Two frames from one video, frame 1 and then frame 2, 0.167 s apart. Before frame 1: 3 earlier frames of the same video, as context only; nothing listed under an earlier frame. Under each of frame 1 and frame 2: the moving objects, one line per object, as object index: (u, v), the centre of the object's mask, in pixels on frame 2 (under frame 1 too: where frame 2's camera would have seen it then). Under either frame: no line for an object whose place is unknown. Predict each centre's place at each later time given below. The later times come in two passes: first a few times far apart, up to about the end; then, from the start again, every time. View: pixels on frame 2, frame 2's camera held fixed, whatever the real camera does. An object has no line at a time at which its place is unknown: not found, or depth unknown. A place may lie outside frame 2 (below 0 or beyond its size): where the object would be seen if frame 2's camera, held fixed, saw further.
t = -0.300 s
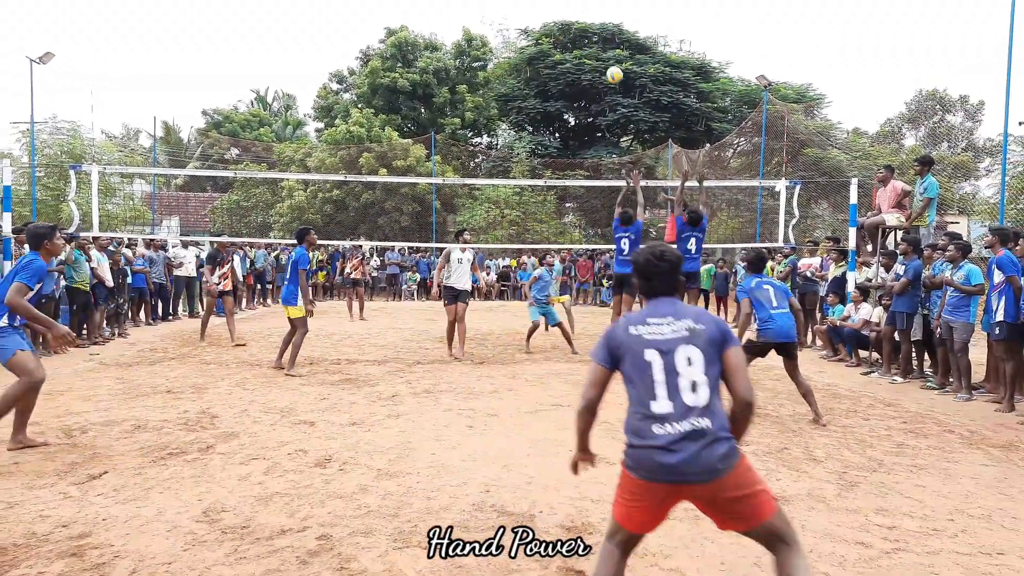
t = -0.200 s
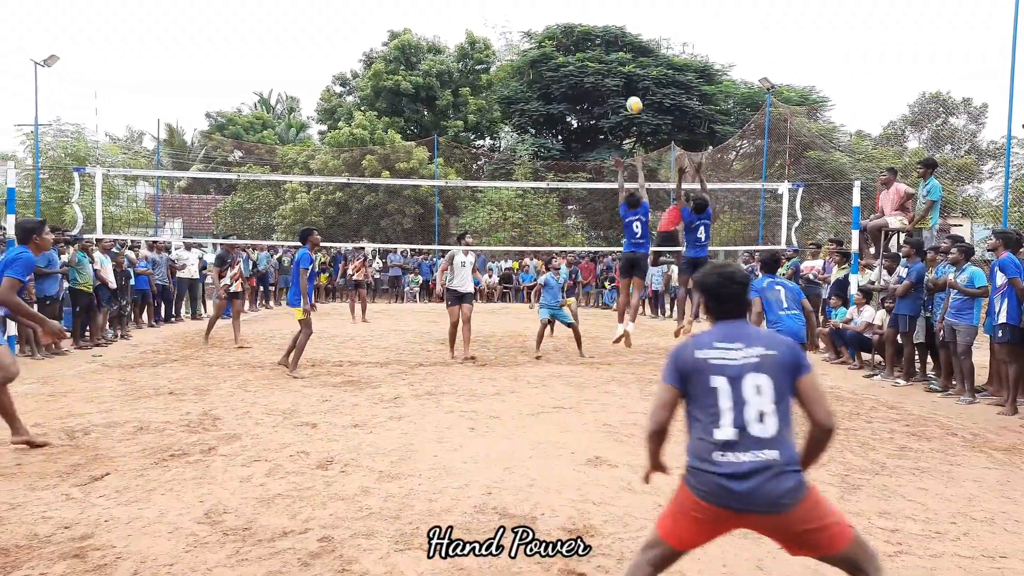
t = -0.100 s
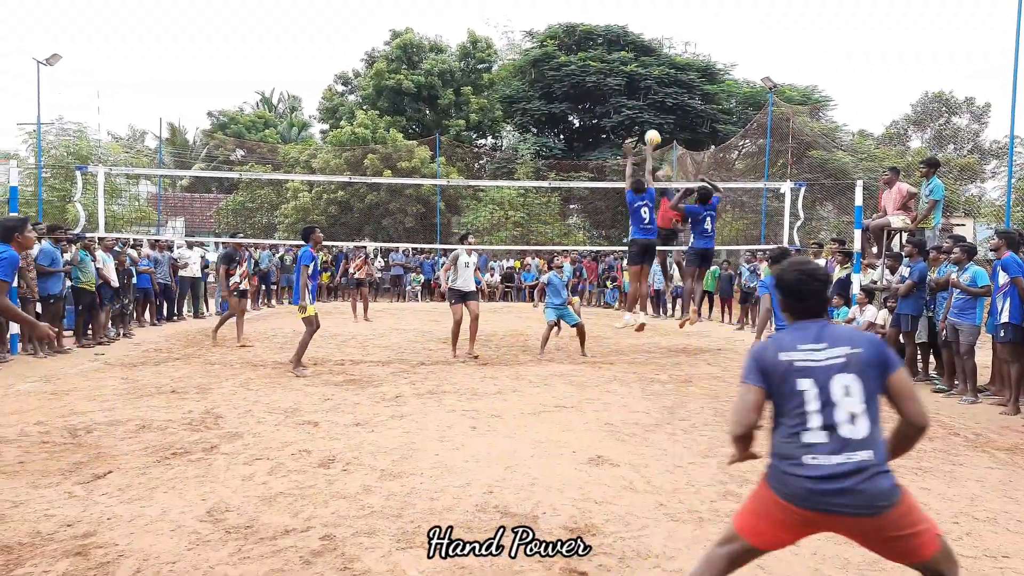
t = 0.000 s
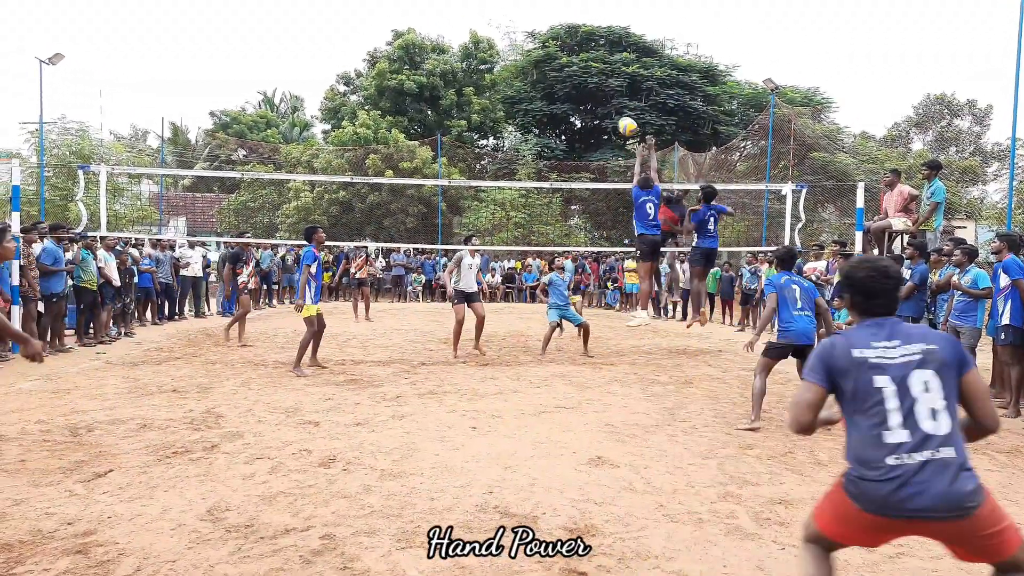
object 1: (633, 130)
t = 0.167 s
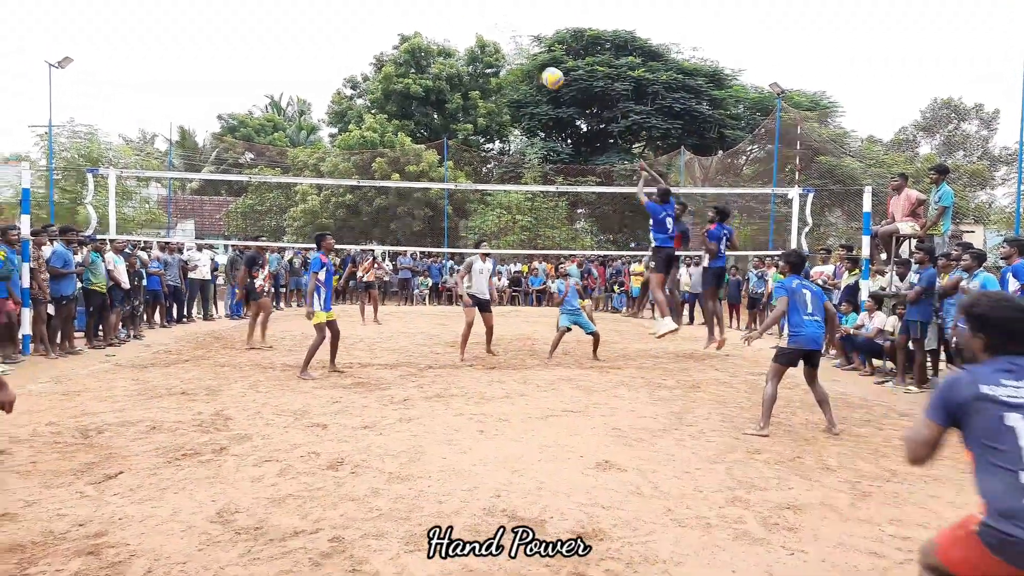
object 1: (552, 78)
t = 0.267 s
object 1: (494, 54)
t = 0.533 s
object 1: (264, 44)
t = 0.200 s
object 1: (533, 69)
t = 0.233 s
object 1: (515, 62)
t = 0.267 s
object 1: (494, 54)
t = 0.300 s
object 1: (472, 49)
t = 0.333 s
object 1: (447, 45)
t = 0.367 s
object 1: (421, 40)
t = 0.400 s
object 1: (395, 39)
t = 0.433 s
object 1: (365, 37)
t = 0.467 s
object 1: (333, 38)
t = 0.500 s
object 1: (300, 39)
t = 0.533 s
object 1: (264, 44)
